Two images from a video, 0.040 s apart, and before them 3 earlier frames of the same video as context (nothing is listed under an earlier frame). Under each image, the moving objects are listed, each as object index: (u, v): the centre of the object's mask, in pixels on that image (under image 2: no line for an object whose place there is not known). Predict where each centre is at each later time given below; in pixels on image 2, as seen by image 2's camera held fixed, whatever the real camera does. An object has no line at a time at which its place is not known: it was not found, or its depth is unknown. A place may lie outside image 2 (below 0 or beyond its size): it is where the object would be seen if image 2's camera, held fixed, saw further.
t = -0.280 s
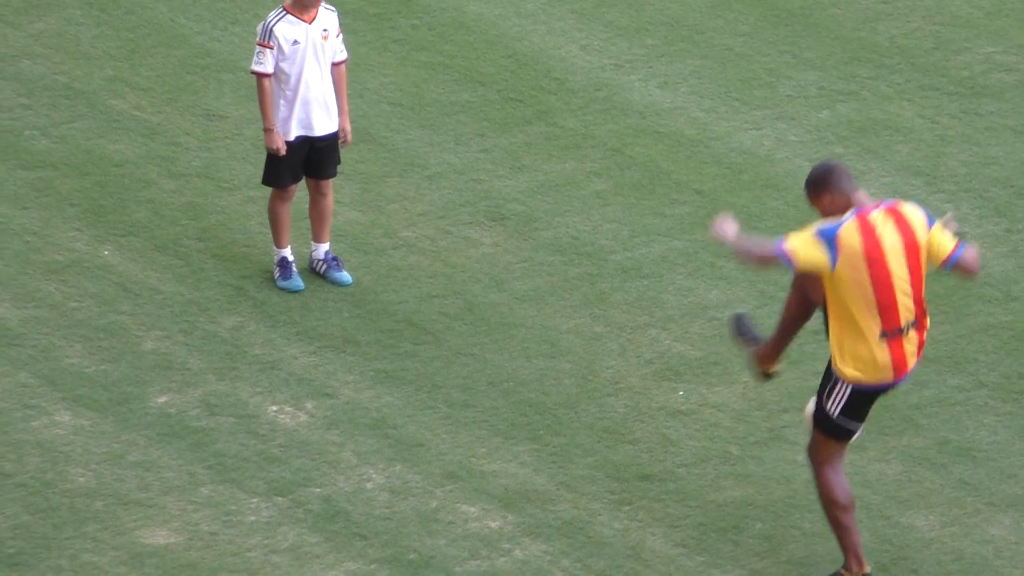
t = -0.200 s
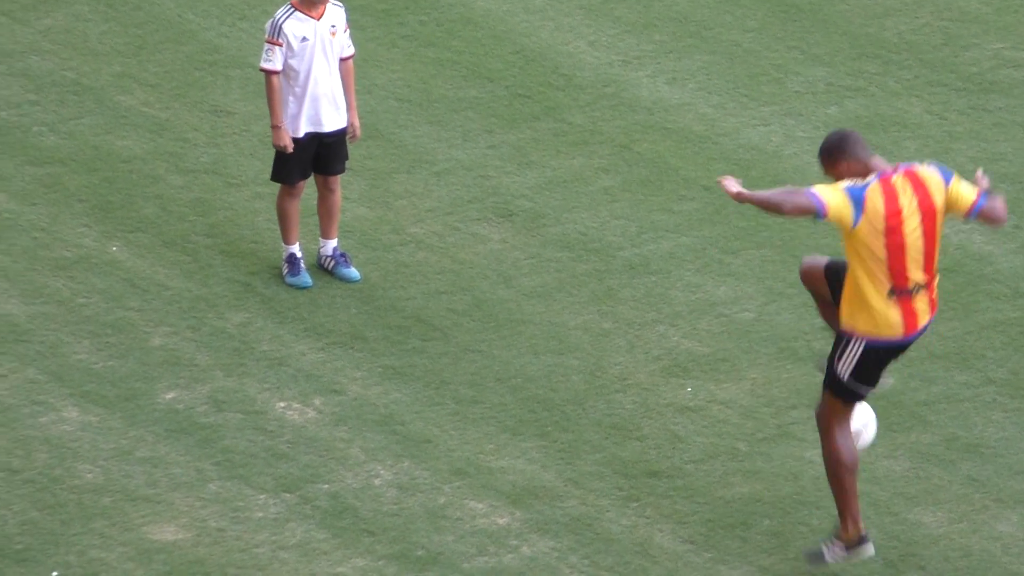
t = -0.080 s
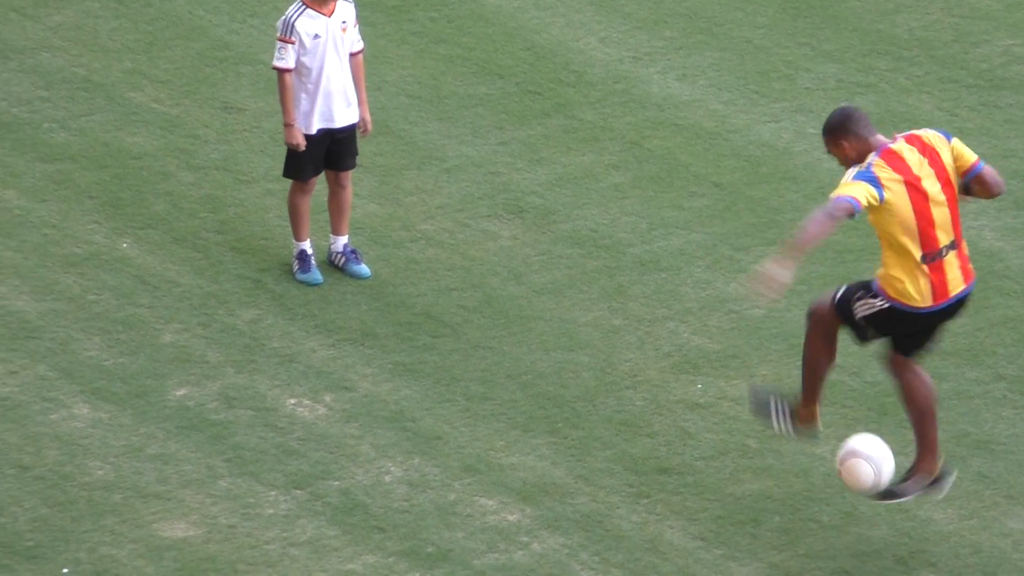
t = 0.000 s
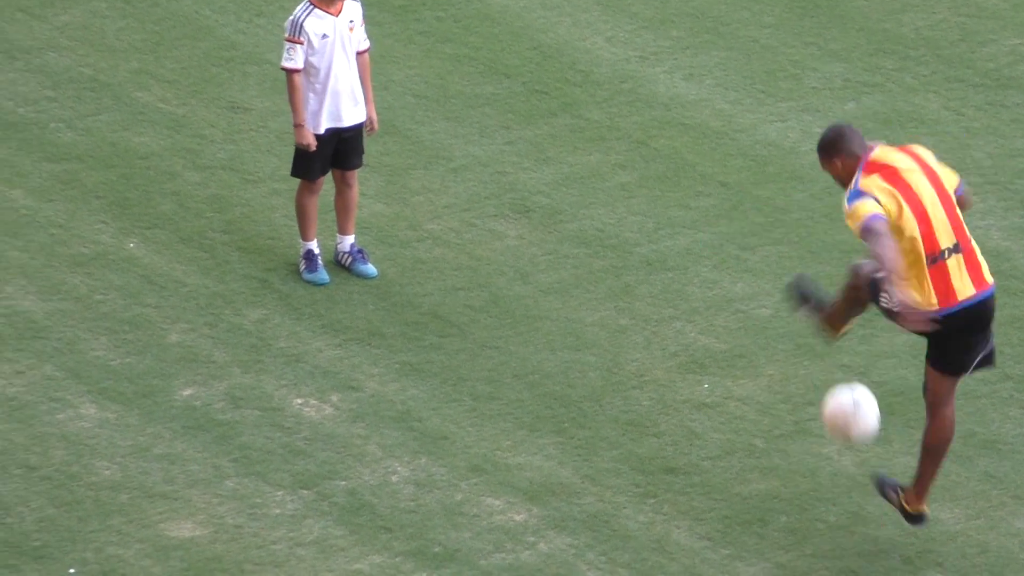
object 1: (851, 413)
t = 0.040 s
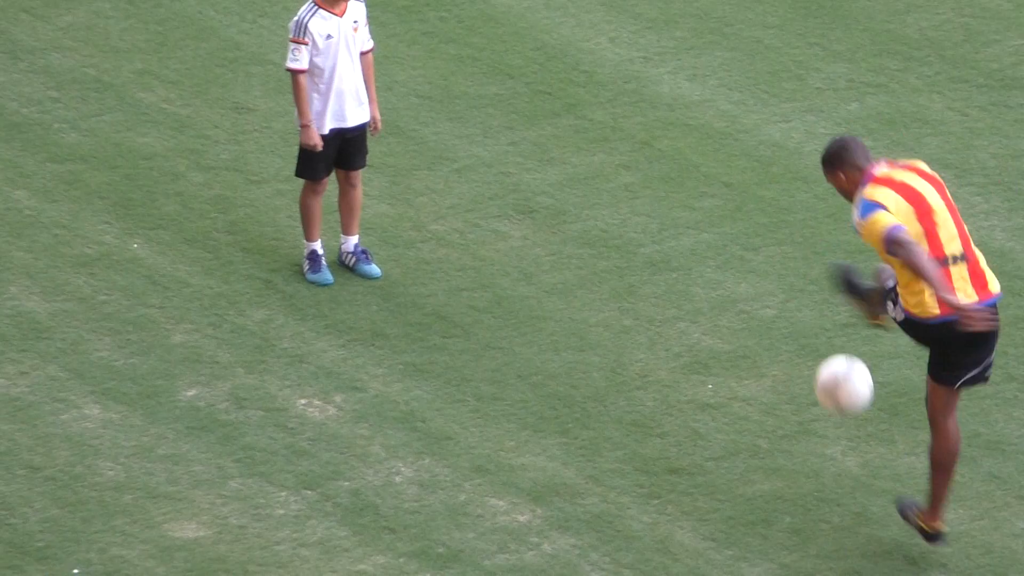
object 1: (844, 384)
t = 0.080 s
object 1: (833, 359)
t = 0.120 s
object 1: (821, 337)
